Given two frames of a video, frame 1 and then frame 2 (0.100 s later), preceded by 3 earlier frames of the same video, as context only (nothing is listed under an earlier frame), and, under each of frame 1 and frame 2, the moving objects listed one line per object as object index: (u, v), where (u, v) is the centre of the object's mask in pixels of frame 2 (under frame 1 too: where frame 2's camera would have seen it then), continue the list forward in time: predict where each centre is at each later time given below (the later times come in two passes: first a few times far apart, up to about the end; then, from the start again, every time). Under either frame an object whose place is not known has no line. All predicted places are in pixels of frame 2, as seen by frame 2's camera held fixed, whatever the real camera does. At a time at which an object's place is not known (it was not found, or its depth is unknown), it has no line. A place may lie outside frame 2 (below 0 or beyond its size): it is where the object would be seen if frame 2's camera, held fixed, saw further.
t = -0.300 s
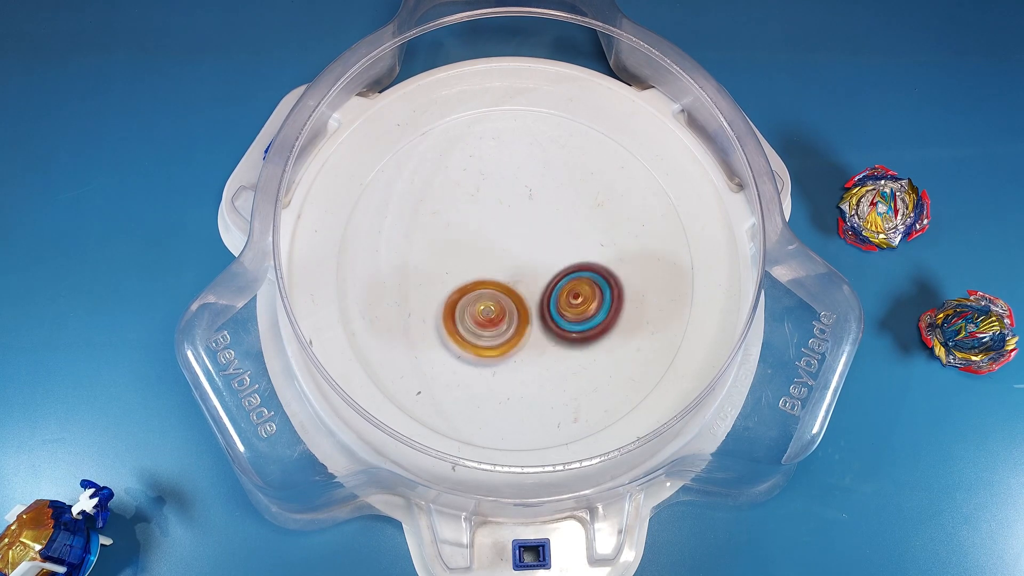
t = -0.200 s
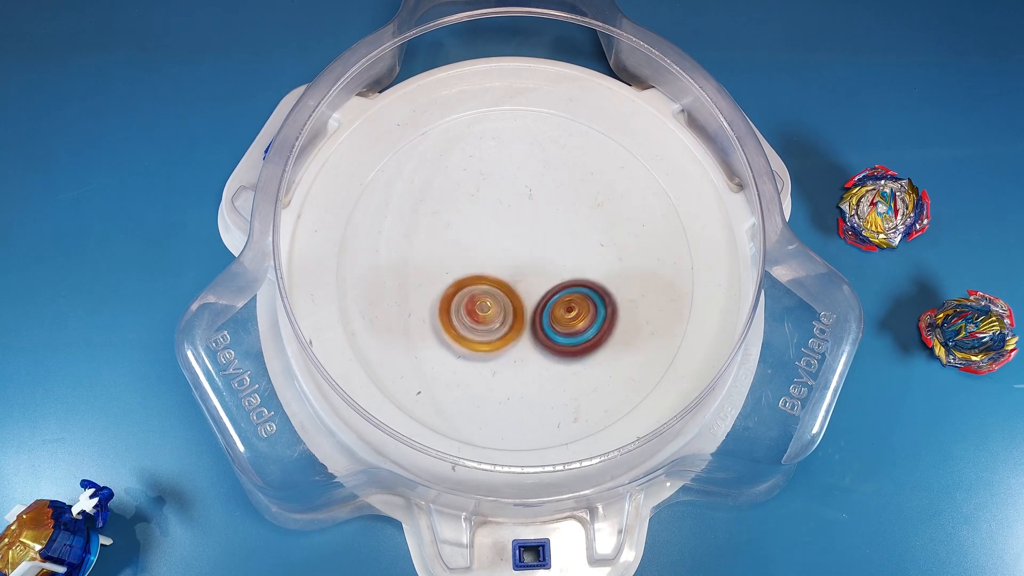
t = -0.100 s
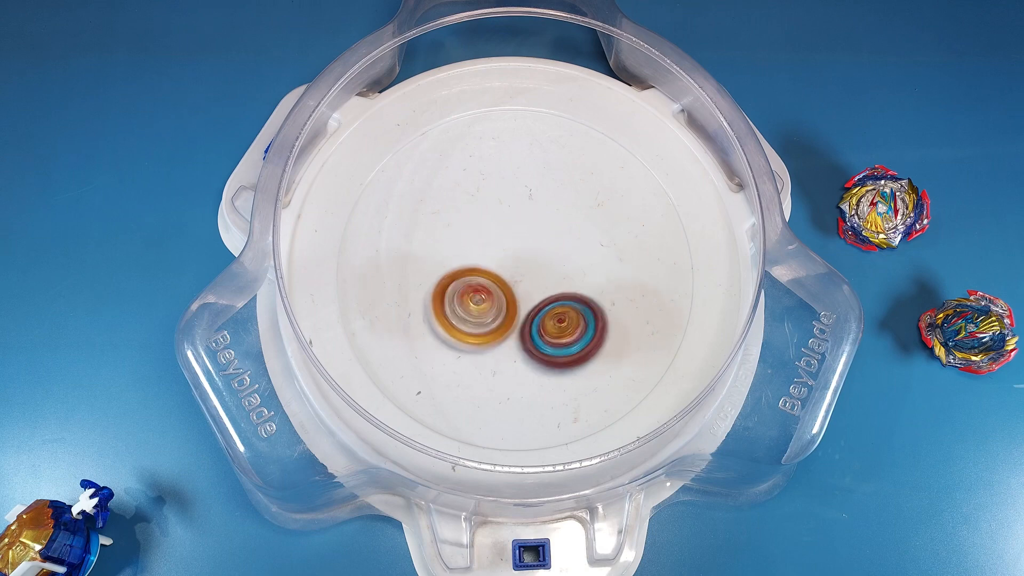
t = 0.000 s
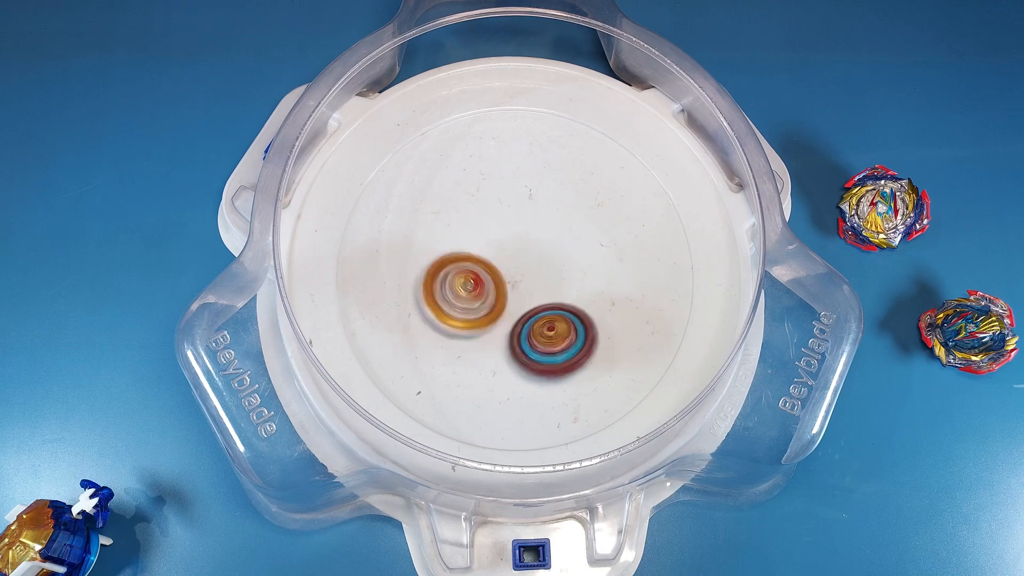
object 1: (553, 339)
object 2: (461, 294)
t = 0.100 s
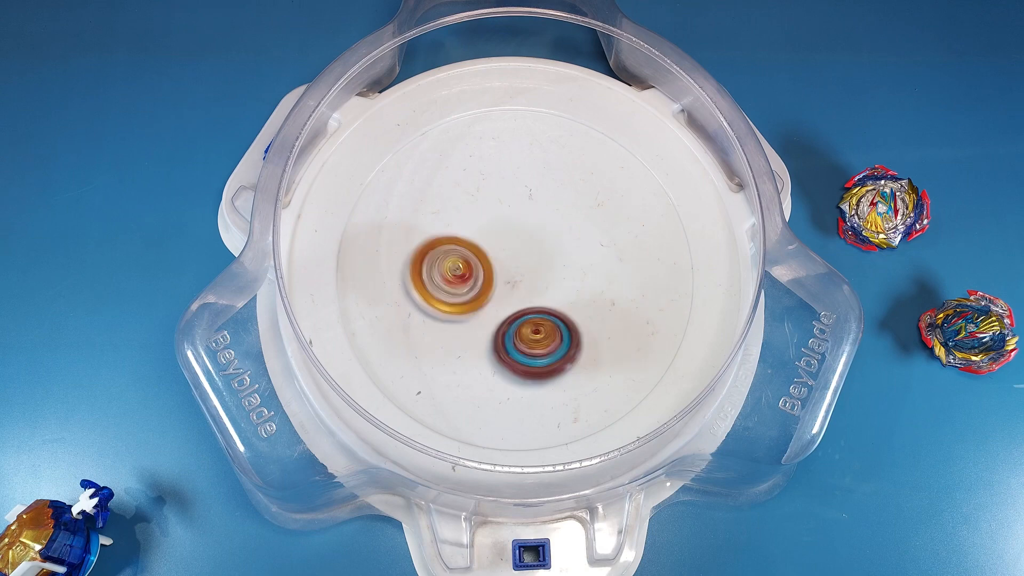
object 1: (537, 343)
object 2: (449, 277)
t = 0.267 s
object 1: (509, 336)
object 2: (440, 252)
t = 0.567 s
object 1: (480, 318)
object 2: (460, 222)
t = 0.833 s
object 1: (478, 323)
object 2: (507, 212)
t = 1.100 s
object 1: (505, 315)
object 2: (560, 236)
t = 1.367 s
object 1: (485, 318)
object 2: (621, 279)
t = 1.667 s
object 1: (473, 318)
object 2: (610, 334)
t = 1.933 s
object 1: (451, 278)
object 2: (580, 359)
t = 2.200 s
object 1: (457, 244)
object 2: (549, 352)
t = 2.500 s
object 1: (547, 219)
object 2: (425, 321)
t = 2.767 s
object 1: (589, 234)
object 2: (448, 354)
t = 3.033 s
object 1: (574, 288)
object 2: (485, 280)
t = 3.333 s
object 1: (503, 358)
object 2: (486, 275)
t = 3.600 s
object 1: (444, 334)
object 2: (508, 282)
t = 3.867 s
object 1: (432, 253)
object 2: (510, 284)
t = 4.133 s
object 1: (494, 186)
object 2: (507, 297)
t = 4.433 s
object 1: (579, 216)
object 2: (505, 298)
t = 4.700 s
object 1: (602, 307)
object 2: (511, 286)
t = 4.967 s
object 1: (534, 364)
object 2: (497, 276)
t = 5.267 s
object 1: (430, 315)
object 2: (506, 278)
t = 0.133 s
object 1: (531, 342)
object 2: (446, 271)
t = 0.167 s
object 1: (525, 342)
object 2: (444, 266)
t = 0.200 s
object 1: (520, 340)
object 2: (442, 260)
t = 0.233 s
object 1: (514, 338)
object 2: (441, 255)
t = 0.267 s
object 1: (509, 336)
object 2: (440, 252)
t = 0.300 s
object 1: (502, 331)
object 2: (441, 249)
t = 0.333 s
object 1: (496, 327)
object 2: (440, 247)
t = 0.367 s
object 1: (490, 322)
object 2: (442, 245)
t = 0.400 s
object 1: (484, 319)
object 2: (444, 242)
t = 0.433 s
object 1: (482, 324)
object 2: (446, 235)
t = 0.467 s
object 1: (482, 327)
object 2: (449, 229)
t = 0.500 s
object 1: (482, 326)
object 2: (452, 224)
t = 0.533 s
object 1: (481, 322)
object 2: (456, 221)
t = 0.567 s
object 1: (480, 318)
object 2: (460, 222)
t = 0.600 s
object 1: (479, 315)
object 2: (465, 221)
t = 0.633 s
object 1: (480, 311)
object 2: (469, 222)
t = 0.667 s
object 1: (480, 306)
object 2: (475, 221)
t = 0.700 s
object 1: (479, 305)
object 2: (480, 220)
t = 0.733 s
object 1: (478, 315)
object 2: (487, 213)
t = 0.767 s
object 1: (477, 322)
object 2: (494, 210)
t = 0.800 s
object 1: (476, 325)
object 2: (501, 210)
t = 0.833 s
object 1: (478, 323)
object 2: (507, 212)
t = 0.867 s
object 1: (481, 323)
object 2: (513, 213)
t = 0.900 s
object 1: (484, 322)
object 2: (521, 216)
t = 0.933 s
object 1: (487, 321)
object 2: (528, 219)
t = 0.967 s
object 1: (491, 319)
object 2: (534, 222)
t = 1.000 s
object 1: (494, 318)
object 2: (542, 225)
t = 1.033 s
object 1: (498, 317)
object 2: (548, 228)
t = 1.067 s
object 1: (501, 316)
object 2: (553, 232)
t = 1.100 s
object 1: (505, 315)
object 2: (560, 236)
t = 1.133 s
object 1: (509, 314)
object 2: (565, 240)
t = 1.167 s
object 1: (513, 313)
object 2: (570, 244)
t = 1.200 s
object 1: (517, 313)
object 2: (575, 250)
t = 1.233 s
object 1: (520, 313)
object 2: (580, 253)
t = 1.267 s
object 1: (519, 313)
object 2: (584, 258)
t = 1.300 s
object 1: (503, 318)
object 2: (599, 262)
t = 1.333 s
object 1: (492, 319)
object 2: (612, 268)
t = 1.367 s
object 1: (485, 318)
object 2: (621, 279)
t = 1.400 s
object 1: (483, 316)
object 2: (624, 289)
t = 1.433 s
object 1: (482, 317)
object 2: (626, 297)
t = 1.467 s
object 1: (480, 319)
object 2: (626, 304)
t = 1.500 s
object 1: (478, 319)
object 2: (626, 309)
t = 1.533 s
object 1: (477, 320)
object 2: (625, 315)
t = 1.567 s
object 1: (476, 320)
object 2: (624, 318)
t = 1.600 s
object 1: (474, 319)
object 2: (619, 325)
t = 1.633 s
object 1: (474, 319)
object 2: (615, 329)
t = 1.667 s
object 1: (473, 318)
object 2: (610, 334)
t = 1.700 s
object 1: (473, 316)
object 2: (602, 336)
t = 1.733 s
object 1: (473, 315)
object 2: (595, 338)
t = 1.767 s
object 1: (474, 313)
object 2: (588, 338)
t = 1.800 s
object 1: (475, 312)
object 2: (581, 340)
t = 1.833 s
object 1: (477, 310)
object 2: (573, 340)
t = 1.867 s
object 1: (478, 308)
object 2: (566, 340)
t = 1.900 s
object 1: (464, 293)
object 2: (573, 350)
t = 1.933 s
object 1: (451, 278)
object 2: (580, 359)
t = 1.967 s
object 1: (444, 266)
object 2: (582, 366)
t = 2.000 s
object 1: (443, 260)
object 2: (579, 369)
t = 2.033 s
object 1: (443, 257)
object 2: (575, 370)
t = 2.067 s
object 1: (444, 253)
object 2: (569, 369)
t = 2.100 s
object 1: (446, 251)
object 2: (563, 364)
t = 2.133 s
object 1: (449, 249)
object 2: (556, 360)
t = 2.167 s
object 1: (452, 246)
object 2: (553, 356)
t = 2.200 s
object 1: (457, 244)
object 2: (549, 352)
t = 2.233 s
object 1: (464, 242)
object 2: (543, 346)
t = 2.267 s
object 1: (470, 239)
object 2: (536, 339)
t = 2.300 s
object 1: (478, 237)
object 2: (523, 330)
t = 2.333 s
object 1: (488, 235)
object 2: (506, 322)
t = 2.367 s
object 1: (498, 234)
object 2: (488, 316)
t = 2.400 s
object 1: (510, 230)
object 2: (469, 314)
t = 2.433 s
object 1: (523, 225)
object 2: (449, 315)
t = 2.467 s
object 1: (535, 222)
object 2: (437, 317)
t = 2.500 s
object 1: (547, 219)
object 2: (425, 321)
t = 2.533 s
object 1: (558, 217)
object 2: (419, 324)
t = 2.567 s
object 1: (566, 217)
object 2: (417, 333)
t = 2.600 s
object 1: (573, 217)
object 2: (418, 337)
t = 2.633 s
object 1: (578, 220)
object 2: (420, 342)
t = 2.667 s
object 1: (582, 222)
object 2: (422, 347)
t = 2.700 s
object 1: (586, 226)
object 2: (429, 350)
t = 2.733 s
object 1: (588, 230)
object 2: (438, 354)
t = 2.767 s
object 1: (589, 234)
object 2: (448, 354)
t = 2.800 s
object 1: (590, 237)
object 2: (462, 349)
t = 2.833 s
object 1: (590, 242)
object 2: (478, 337)
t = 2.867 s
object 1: (590, 248)
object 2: (490, 323)
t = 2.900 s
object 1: (589, 256)
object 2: (493, 308)
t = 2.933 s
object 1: (587, 264)
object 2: (494, 296)
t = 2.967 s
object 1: (583, 272)
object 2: (491, 286)
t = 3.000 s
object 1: (580, 280)
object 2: (488, 281)
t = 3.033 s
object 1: (574, 288)
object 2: (485, 280)
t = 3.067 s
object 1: (569, 298)
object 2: (484, 281)
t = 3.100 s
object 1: (563, 307)
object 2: (483, 282)
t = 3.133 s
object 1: (554, 317)
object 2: (482, 283)
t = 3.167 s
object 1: (547, 328)
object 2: (480, 282)
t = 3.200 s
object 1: (539, 337)
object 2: (479, 279)
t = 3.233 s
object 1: (530, 345)
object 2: (480, 278)
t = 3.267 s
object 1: (521, 351)
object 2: (481, 277)
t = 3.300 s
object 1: (511, 356)
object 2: (483, 276)
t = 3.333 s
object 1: (503, 358)
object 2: (486, 275)
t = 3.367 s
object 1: (494, 359)
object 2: (489, 274)
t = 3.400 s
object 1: (487, 358)
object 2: (492, 275)
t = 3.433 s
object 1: (479, 356)
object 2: (496, 276)
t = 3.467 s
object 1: (473, 353)
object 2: (499, 278)
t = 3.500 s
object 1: (467, 349)
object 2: (501, 282)
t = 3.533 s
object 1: (461, 344)
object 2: (503, 284)
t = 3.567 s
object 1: (451, 340)
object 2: (507, 282)
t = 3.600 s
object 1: (444, 334)
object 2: (508, 282)
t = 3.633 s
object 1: (438, 325)
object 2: (509, 282)
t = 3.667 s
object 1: (434, 317)
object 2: (509, 283)
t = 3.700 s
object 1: (431, 309)
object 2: (509, 283)
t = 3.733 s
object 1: (429, 298)
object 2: (509, 283)
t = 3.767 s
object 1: (428, 288)
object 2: (509, 284)
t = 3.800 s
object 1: (428, 276)
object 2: (510, 284)
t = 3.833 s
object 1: (430, 265)
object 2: (510, 284)
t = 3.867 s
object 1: (432, 253)
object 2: (510, 284)
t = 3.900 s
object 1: (437, 242)
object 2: (510, 284)
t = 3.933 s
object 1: (441, 231)
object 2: (511, 286)
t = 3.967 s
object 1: (448, 220)
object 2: (511, 289)
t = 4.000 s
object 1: (456, 212)
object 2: (511, 291)
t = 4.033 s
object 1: (464, 204)
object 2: (510, 293)
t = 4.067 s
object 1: (474, 197)
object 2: (509, 295)
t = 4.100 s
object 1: (484, 190)
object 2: (508, 296)
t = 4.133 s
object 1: (494, 186)
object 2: (507, 297)
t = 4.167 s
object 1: (504, 184)
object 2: (506, 298)
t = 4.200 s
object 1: (514, 183)
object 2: (505, 298)
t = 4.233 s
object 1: (524, 184)
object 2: (504, 298)
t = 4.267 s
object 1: (534, 185)
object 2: (504, 299)
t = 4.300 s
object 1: (544, 188)
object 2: (504, 299)
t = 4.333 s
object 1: (553, 194)
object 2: (504, 299)
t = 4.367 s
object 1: (561, 200)
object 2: (504, 298)
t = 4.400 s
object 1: (570, 208)
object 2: (504, 299)
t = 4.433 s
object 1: (579, 216)
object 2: (505, 298)
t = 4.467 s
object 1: (587, 227)
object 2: (506, 298)
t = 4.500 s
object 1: (594, 238)
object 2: (507, 297)
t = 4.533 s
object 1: (599, 249)
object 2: (508, 296)
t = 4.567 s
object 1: (601, 262)
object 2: (509, 295)
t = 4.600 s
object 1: (603, 274)
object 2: (510, 293)
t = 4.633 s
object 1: (605, 285)
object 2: (511, 291)
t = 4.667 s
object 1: (604, 297)
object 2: (511, 288)
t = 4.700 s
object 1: (602, 307)
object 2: (511, 286)
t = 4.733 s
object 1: (598, 318)
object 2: (511, 284)
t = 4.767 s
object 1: (593, 329)
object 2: (509, 281)
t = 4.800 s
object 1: (586, 337)
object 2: (508, 279)
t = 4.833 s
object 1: (577, 346)
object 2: (506, 278)
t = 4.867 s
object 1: (567, 353)
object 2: (504, 277)
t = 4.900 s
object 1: (556, 358)
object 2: (501, 276)
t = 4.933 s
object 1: (545, 362)
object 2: (499, 276)
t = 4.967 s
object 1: (534, 364)
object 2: (497, 276)
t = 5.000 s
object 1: (522, 365)
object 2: (496, 276)
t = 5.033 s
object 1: (508, 363)
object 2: (494, 276)
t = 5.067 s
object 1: (495, 361)
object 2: (493, 277)
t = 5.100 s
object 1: (484, 357)
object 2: (493, 277)
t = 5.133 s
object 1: (472, 351)
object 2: (492, 277)
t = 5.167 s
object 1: (460, 344)
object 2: (492, 277)
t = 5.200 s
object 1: (449, 336)
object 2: (496, 275)
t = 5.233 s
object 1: (440, 326)
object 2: (502, 275)
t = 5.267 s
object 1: (430, 315)
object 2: (506, 278)
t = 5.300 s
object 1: (422, 305)
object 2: (509, 283)
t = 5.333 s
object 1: (418, 294)
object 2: (508, 288)
